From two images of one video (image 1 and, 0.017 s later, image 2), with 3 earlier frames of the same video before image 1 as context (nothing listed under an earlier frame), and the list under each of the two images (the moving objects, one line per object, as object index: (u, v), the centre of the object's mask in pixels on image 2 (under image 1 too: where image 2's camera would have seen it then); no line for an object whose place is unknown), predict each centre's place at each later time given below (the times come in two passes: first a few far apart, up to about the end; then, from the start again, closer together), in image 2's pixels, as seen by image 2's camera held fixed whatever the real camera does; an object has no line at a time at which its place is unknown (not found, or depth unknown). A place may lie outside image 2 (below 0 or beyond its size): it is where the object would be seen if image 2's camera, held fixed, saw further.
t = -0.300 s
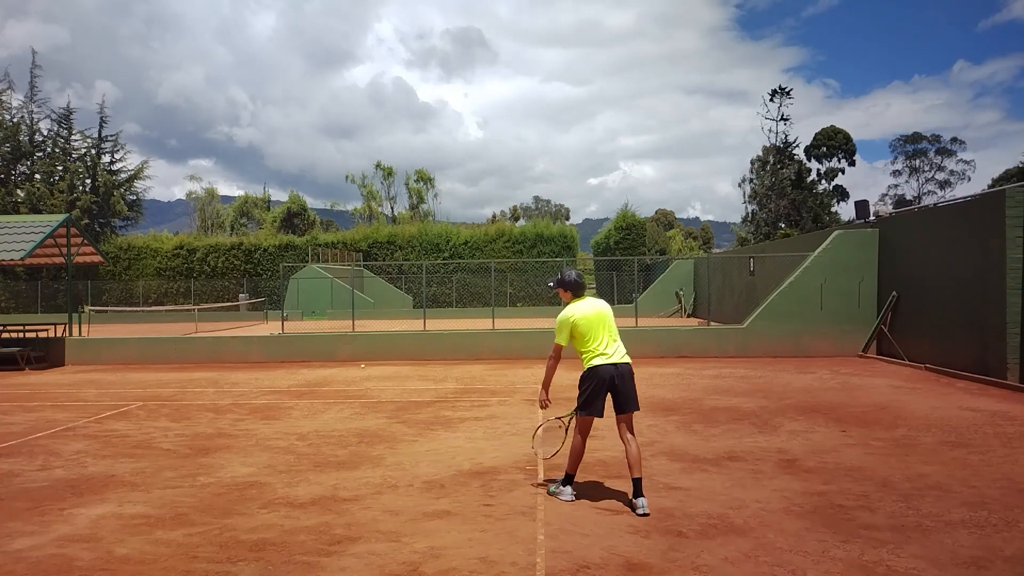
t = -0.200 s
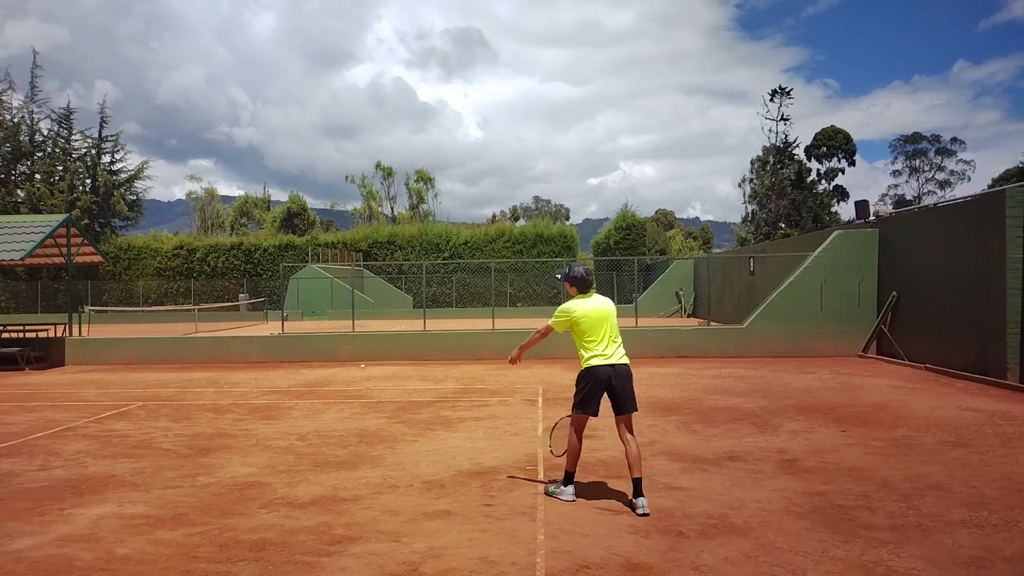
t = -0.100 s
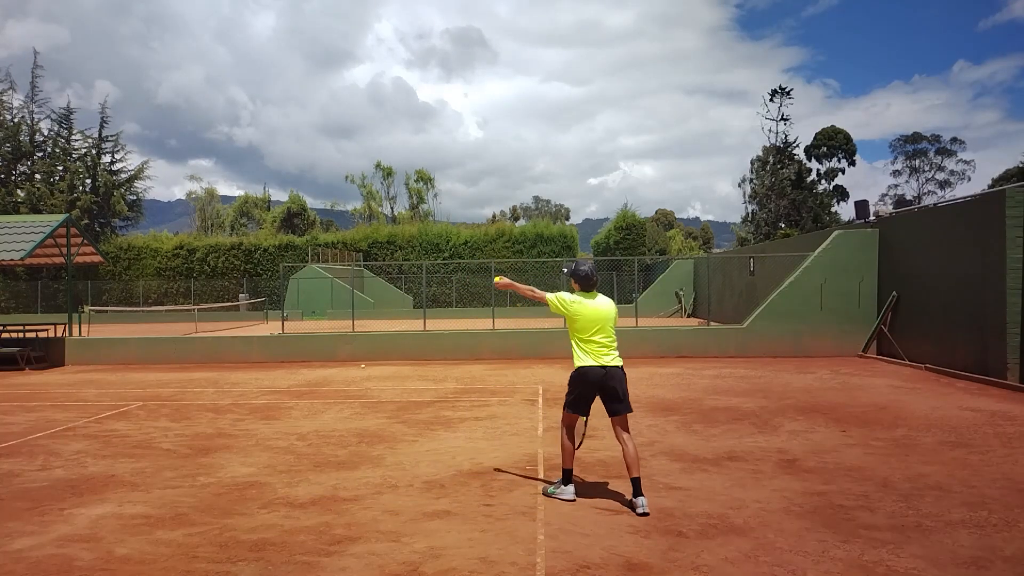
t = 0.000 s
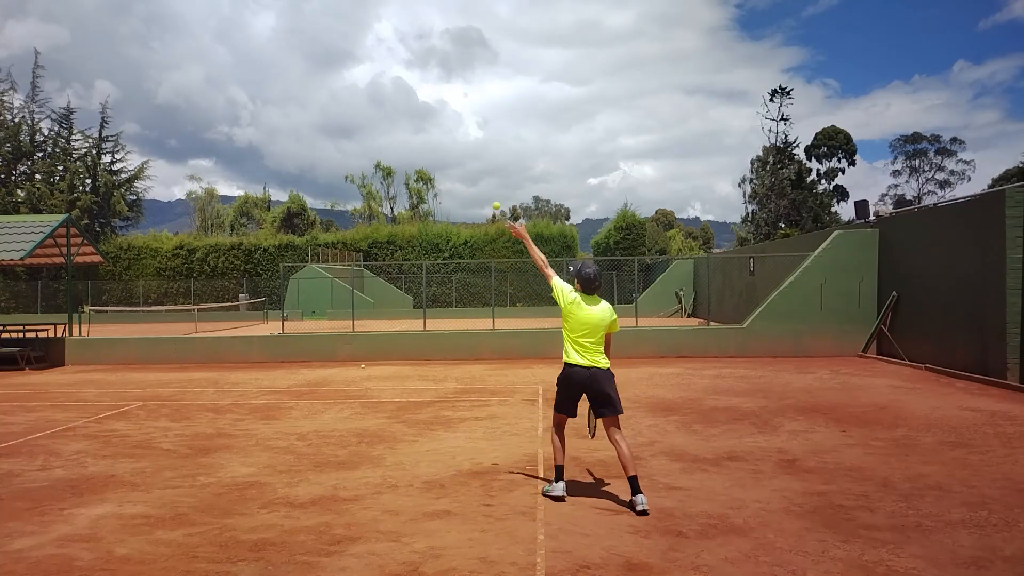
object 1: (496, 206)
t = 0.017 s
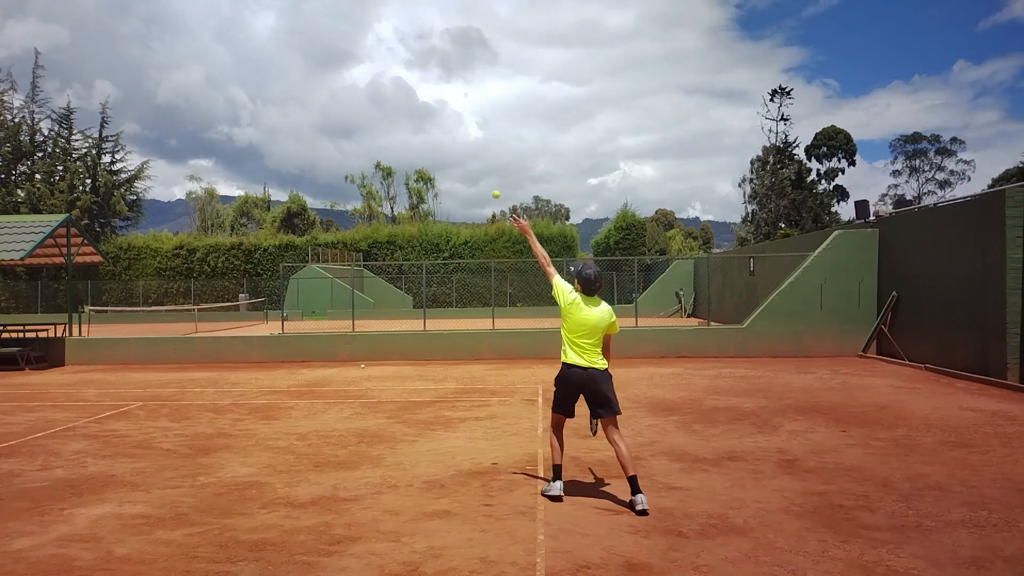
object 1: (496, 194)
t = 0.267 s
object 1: (491, 65)
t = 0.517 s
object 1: (489, 12)
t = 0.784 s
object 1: (488, 41)
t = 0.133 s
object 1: (493, 125)
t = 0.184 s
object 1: (493, 100)
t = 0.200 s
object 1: (492, 92)
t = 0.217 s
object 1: (493, 84)
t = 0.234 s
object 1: (492, 78)
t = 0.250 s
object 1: (492, 71)
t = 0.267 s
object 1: (491, 65)
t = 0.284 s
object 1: (491, 59)
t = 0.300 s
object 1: (491, 53)
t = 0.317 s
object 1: (491, 48)
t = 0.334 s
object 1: (491, 43)
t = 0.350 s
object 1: (490, 38)
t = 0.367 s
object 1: (490, 34)
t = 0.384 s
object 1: (490, 30)
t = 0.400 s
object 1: (490, 27)
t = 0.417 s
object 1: (490, 23)
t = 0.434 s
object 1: (490, 21)
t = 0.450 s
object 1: (490, 18)
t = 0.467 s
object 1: (489, 16)
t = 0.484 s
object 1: (489, 14)
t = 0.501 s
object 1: (489, 13)
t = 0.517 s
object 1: (489, 12)
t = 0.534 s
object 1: (489, 11)
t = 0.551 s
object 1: (489, 11)
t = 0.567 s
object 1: (489, 10)
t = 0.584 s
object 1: (489, 10)
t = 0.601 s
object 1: (489, 11)
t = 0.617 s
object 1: (489, 12)
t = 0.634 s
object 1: (488, 13)
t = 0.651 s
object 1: (488, 15)
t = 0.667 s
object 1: (488, 17)
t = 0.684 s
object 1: (488, 20)
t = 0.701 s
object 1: (488, 22)
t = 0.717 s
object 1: (488, 25)
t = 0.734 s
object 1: (488, 29)
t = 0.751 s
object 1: (488, 33)
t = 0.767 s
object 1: (488, 37)
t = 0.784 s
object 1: (488, 41)
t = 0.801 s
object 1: (488, 46)
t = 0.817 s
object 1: (488, 51)
